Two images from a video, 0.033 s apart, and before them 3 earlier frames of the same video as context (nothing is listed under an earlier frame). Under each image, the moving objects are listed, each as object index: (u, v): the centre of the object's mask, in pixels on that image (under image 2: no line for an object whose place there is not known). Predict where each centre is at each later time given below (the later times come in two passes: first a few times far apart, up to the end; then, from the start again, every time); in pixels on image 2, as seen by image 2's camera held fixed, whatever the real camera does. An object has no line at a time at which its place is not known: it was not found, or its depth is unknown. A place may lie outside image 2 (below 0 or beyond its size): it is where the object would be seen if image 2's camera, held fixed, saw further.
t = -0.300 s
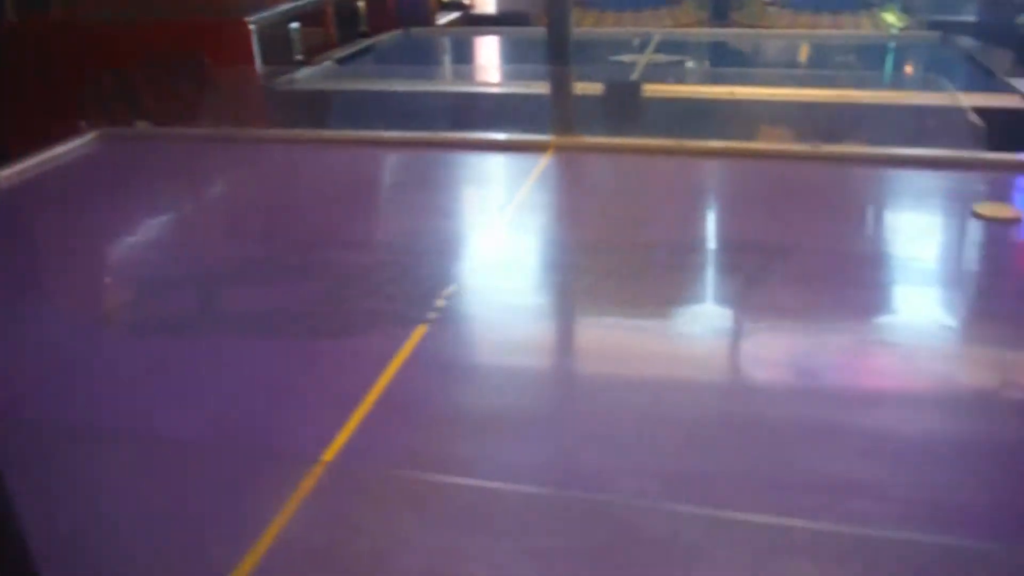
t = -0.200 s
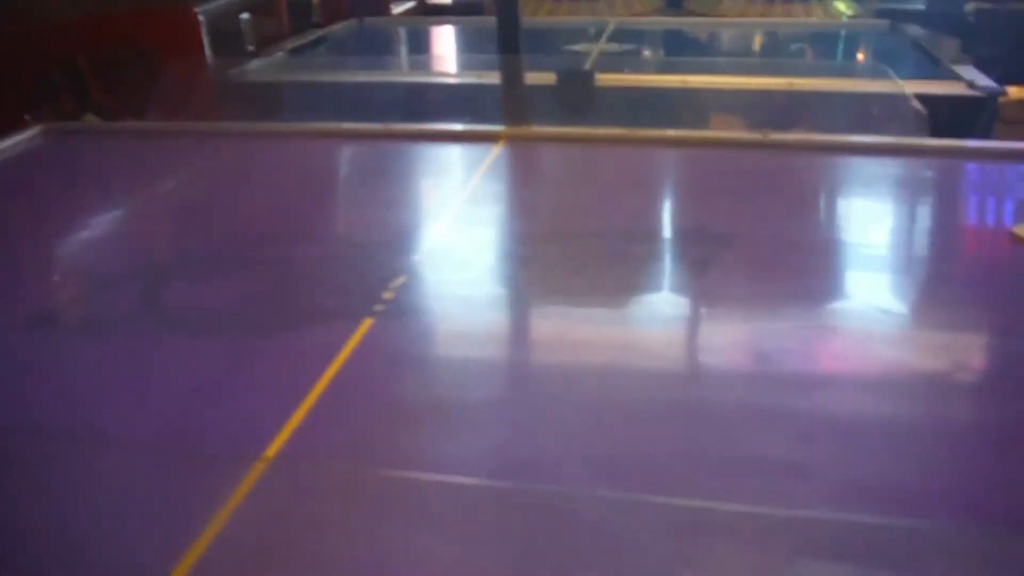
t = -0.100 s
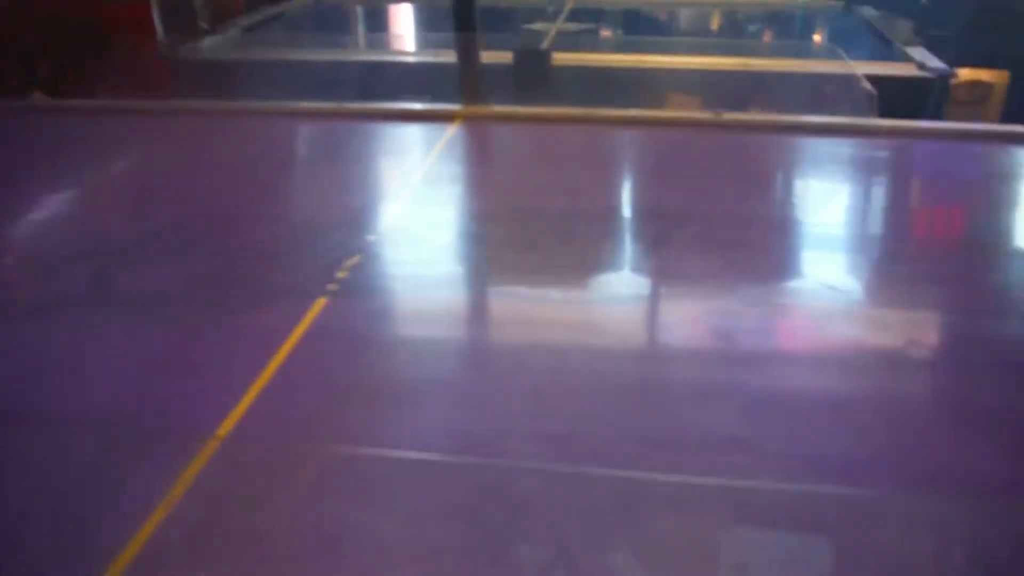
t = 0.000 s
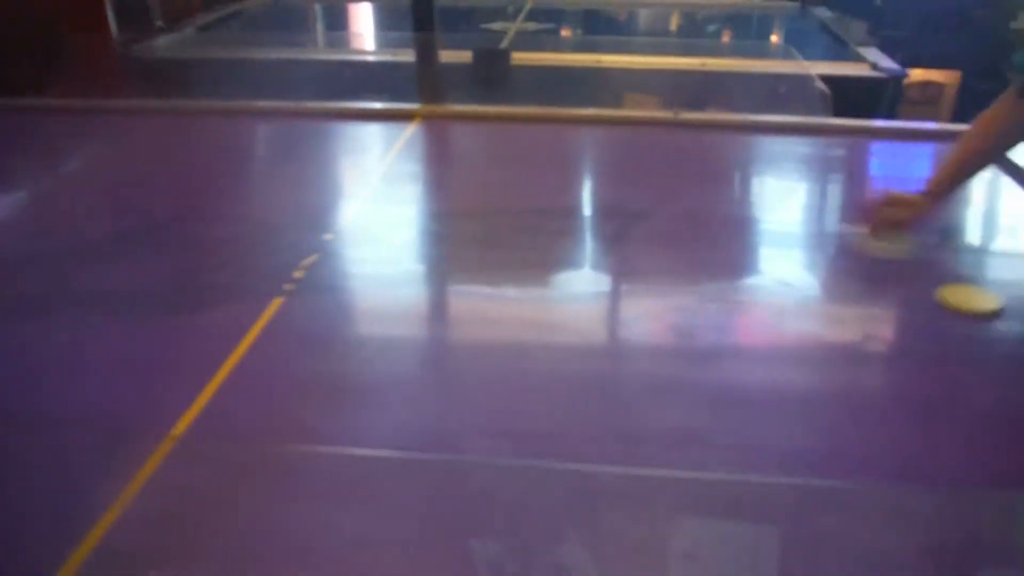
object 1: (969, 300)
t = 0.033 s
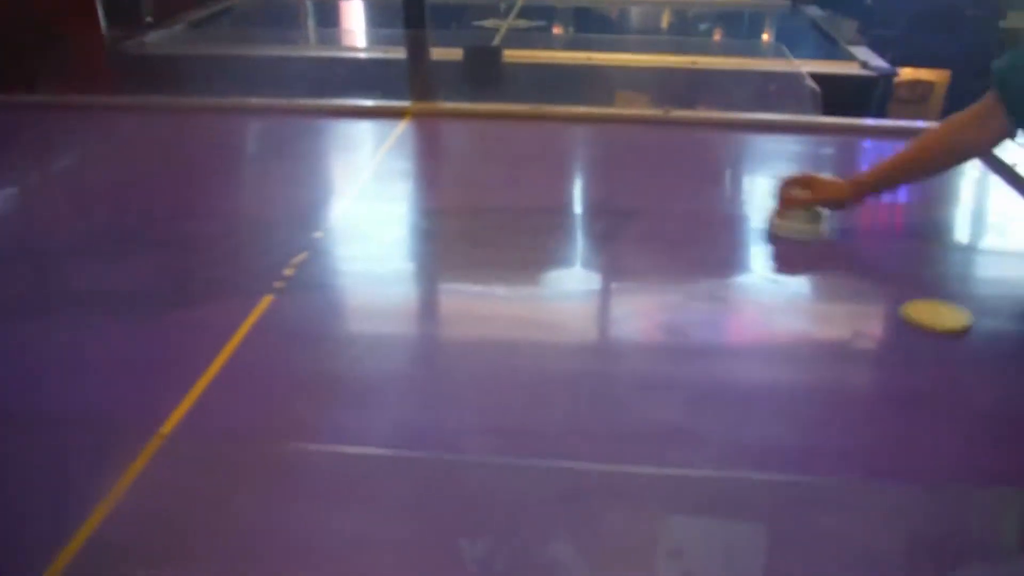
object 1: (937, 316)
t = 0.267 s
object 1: (728, 484)
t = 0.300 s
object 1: (687, 517)
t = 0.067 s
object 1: (913, 335)
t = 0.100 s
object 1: (887, 357)
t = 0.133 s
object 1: (860, 380)
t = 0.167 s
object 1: (831, 404)
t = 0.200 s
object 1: (800, 429)
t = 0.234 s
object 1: (766, 455)
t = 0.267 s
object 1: (728, 484)
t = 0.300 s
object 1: (687, 517)
